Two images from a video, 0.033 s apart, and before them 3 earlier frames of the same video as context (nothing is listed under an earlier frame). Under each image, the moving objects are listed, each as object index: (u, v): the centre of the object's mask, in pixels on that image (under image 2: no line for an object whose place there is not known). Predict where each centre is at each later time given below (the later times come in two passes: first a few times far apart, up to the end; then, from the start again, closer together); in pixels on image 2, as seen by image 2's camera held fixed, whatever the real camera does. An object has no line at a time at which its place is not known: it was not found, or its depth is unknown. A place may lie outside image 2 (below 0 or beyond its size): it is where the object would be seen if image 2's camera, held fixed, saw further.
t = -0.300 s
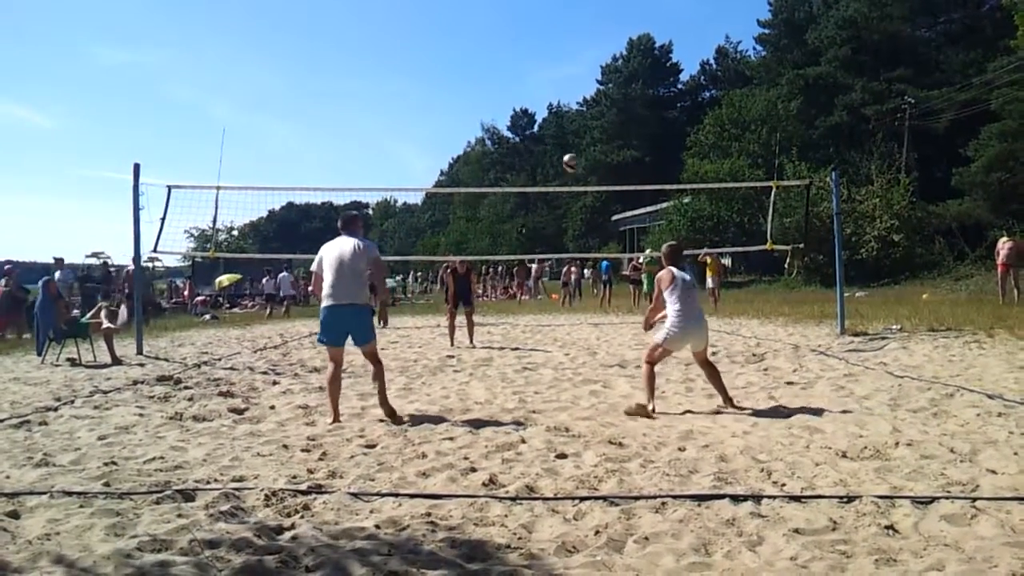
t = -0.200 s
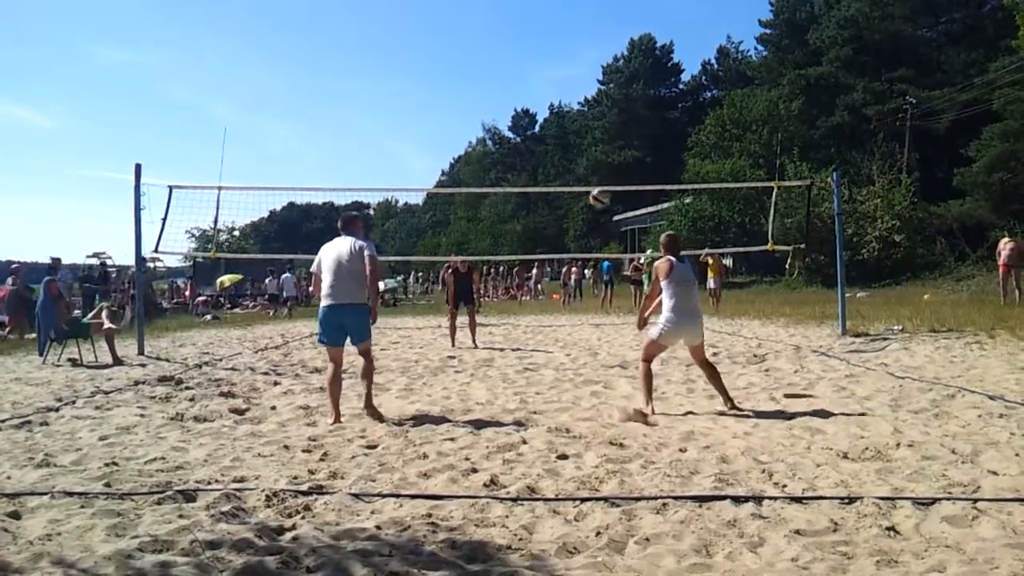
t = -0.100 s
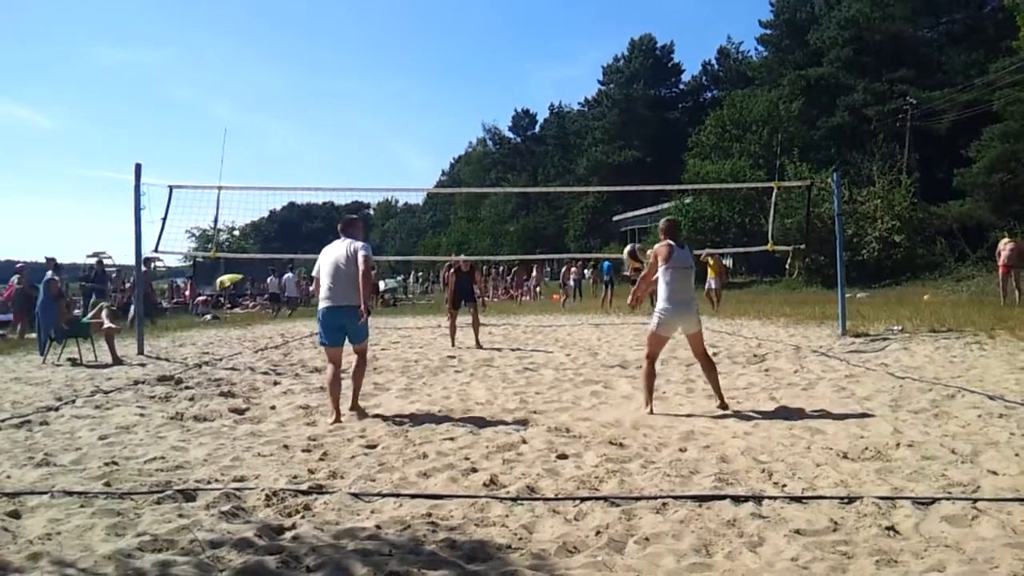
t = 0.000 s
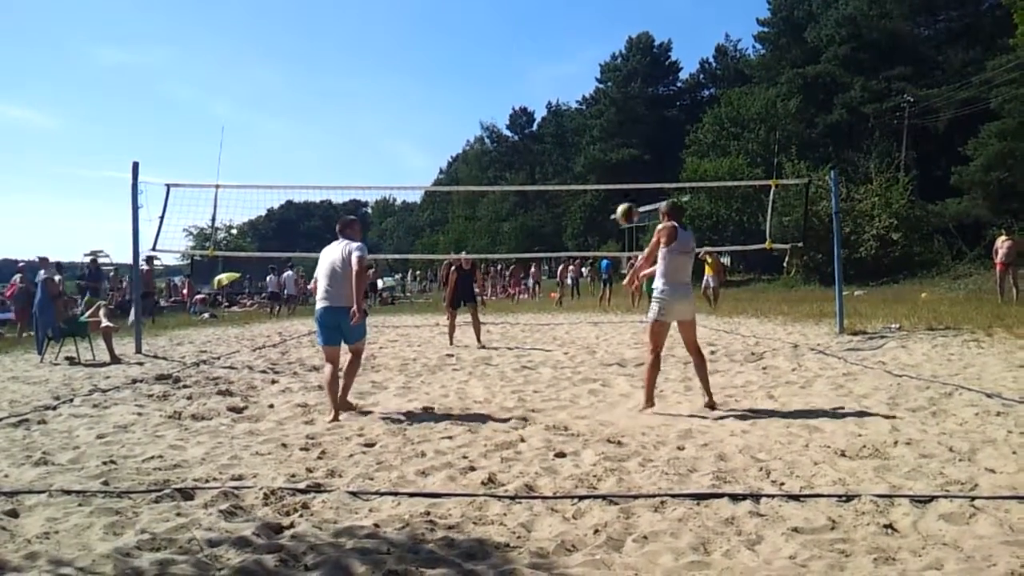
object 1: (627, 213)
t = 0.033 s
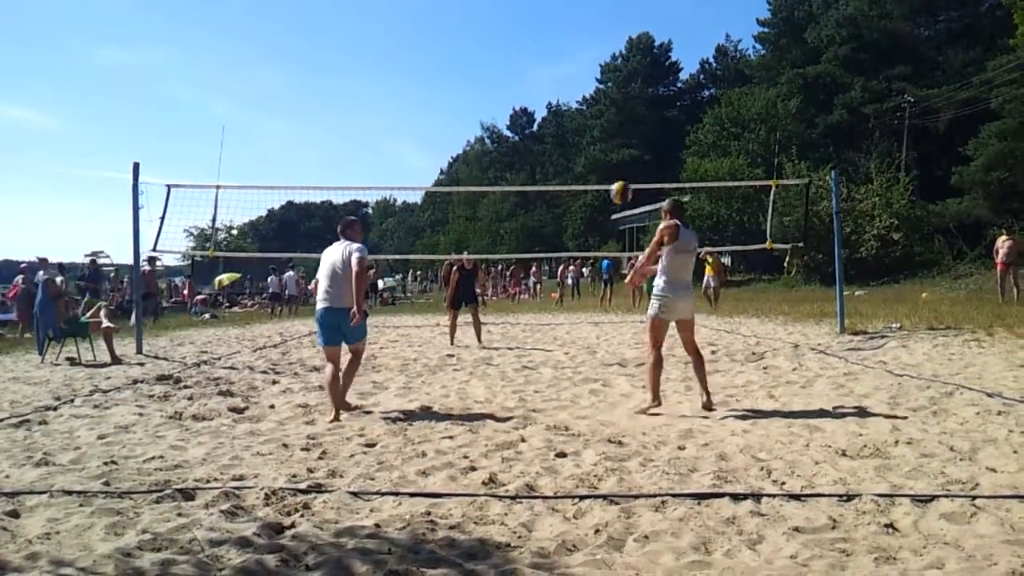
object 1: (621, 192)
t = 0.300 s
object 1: (575, 73)
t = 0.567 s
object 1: (534, 37)
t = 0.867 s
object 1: (495, 71)
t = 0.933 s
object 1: (487, 88)
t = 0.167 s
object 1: (598, 123)
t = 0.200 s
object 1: (592, 109)
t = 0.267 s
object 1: (581, 83)
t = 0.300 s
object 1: (575, 73)
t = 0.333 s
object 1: (570, 65)
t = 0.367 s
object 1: (564, 57)
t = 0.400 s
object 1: (559, 51)
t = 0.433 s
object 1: (554, 46)
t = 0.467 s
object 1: (549, 42)
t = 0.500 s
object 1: (543, 39)
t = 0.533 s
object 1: (539, 37)
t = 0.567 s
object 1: (534, 37)
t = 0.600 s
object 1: (529, 36)
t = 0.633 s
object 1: (525, 38)
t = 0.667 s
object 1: (520, 40)
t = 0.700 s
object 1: (517, 43)
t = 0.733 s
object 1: (513, 47)
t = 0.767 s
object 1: (507, 51)
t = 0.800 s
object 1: (503, 58)
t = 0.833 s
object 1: (499, 64)
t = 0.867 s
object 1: (495, 71)
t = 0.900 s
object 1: (491, 79)
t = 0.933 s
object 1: (487, 88)
